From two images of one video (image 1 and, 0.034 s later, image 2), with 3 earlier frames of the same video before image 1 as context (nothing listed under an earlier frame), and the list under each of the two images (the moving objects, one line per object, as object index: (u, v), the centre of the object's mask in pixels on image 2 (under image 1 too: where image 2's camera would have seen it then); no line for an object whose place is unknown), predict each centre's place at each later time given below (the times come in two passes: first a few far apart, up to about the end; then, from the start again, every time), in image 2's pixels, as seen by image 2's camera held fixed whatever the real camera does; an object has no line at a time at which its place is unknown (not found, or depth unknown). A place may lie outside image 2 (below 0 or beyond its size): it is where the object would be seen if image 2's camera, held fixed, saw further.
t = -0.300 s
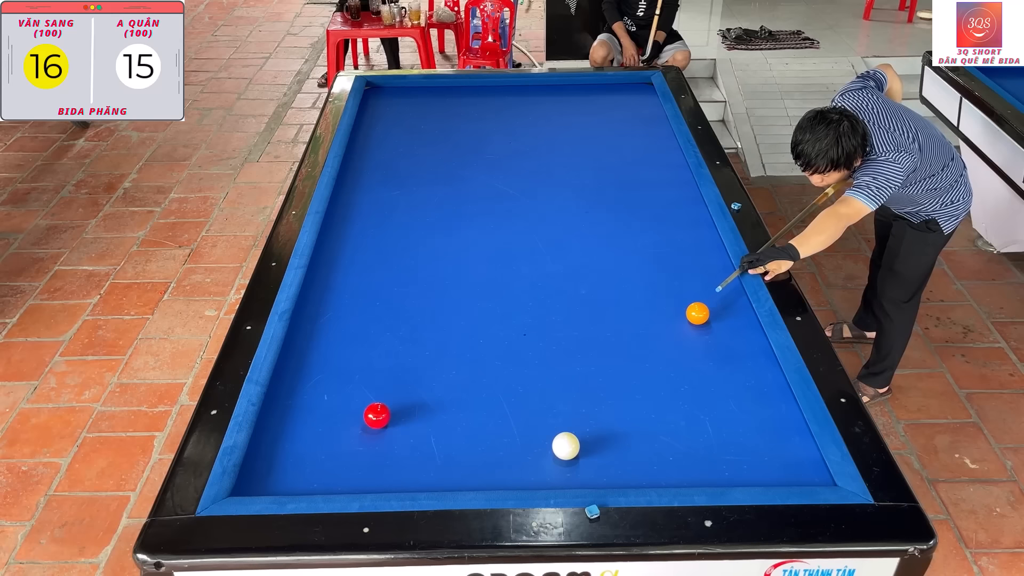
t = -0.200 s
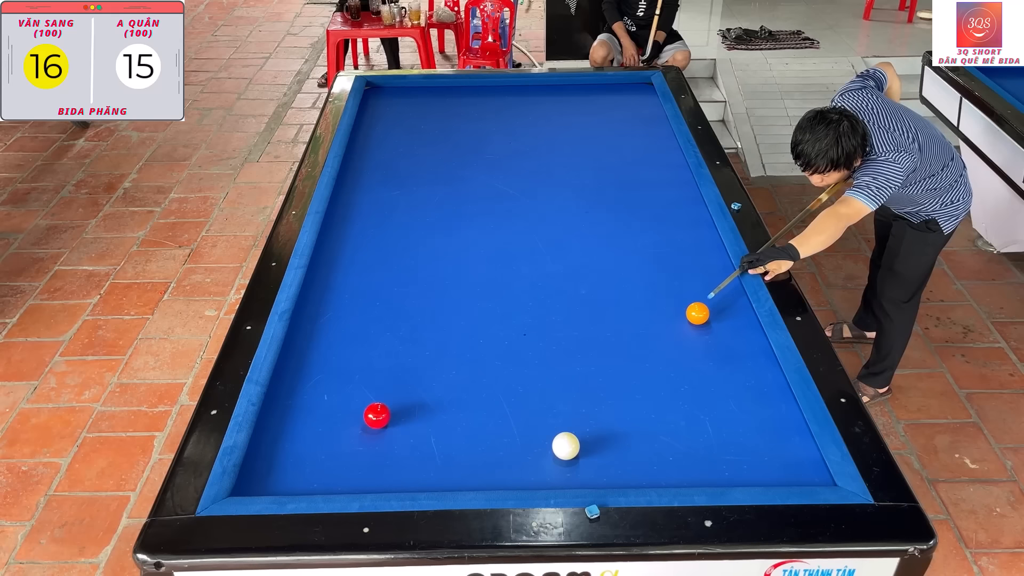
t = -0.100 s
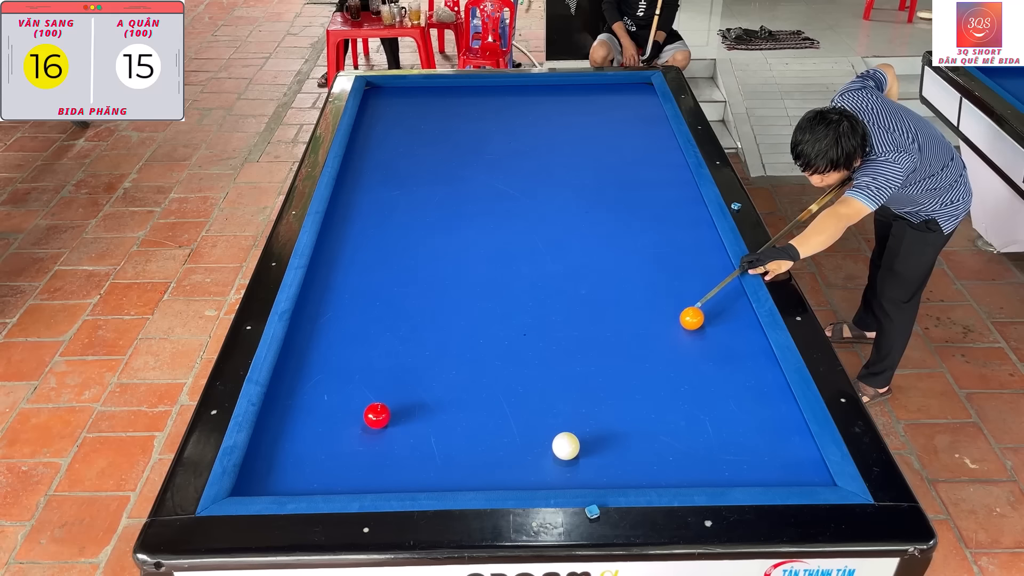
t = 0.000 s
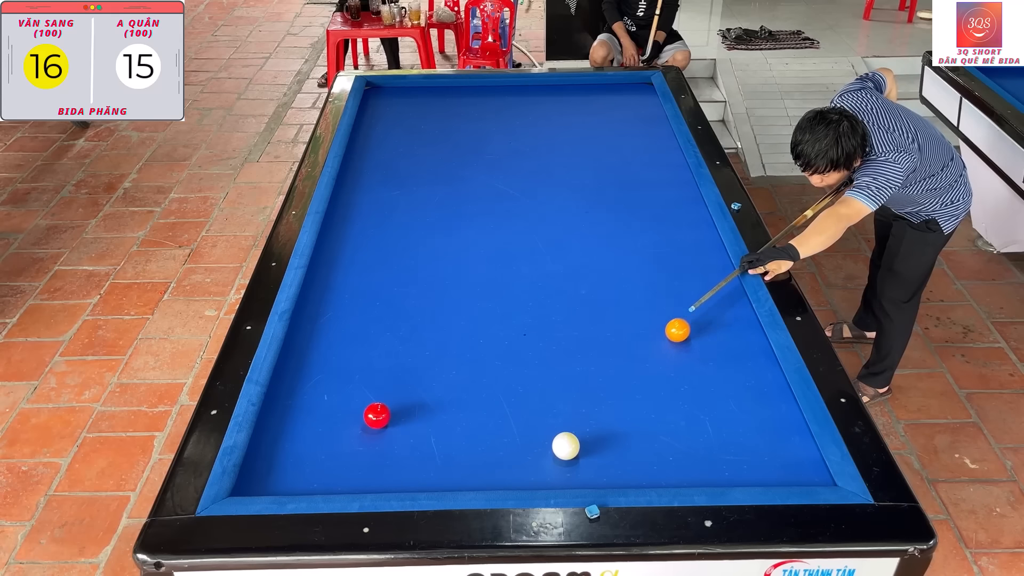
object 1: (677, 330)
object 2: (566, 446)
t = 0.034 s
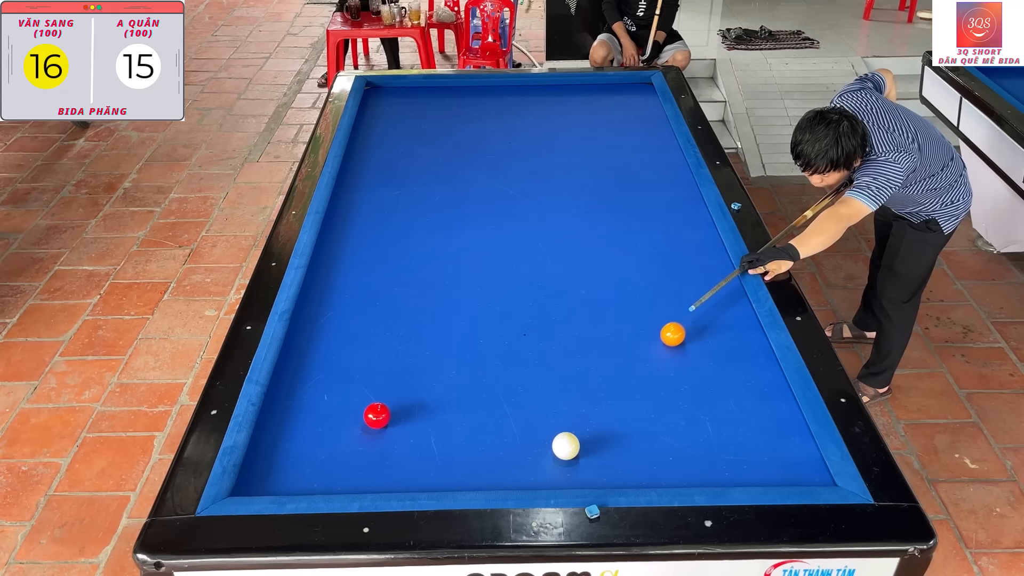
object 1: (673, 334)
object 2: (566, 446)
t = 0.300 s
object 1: (632, 368)
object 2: (566, 446)
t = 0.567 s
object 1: (588, 405)
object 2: (566, 446)
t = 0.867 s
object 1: (532, 433)
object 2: (568, 464)
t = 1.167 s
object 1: (472, 448)
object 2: (571, 475)
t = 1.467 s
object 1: (411, 462)
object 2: (569, 459)
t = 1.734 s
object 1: (356, 475)
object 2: (568, 446)
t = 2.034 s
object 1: (296, 486)
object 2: (566, 433)
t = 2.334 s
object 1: (251, 482)
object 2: (565, 421)
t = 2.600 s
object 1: (280, 471)
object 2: (564, 412)
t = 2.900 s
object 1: (308, 461)
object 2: (562, 404)
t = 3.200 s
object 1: (333, 451)
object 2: (560, 396)
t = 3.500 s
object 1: (357, 441)
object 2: (559, 389)
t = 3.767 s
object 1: (376, 434)
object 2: (557, 384)
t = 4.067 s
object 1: (396, 429)
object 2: (555, 380)
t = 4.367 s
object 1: (414, 425)
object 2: (554, 376)
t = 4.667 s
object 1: (430, 421)
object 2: (552, 374)
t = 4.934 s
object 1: (444, 418)
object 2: (552, 372)
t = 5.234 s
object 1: (458, 415)
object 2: (552, 371)
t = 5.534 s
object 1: (470, 412)
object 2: (552, 371)
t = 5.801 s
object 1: (480, 410)
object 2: (552, 371)
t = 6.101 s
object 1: (489, 407)
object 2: (552, 371)
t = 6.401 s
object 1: (496, 405)
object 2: (552, 371)
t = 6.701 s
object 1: (502, 403)
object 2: (552, 371)
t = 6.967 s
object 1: (506, 402)
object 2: (552, 371)
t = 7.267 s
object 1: (509, 401)
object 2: (552, 371)
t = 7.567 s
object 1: (511, 401)
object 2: (552, 371)
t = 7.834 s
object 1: (512, 401)
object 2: (552, 371)
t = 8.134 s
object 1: (510, 401)
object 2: (552, 371)
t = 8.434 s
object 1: (511, 401)
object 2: (552, 371)
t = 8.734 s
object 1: (511, 401)
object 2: (552, 371)
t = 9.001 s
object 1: (511, 401)
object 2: (552, 371)
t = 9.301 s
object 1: (511, 401)
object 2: (552, 371)
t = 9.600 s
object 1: (511, 401)
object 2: (552, 371)
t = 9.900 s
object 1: (511, 401)
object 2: (552, 371)
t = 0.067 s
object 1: (668, 338)
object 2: (566, 446)
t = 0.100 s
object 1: (663, 342)
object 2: (566, 446)
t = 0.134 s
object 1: (658, 346)
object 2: (566, 446)
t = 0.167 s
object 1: (653, 351)
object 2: (566, 446)
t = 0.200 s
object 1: (648, 355)
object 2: (566, 446)
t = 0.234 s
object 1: (643, 359)
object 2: (566, 446)
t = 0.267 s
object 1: (638, 364)
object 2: (566, 446)
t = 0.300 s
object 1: (632, 368)
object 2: (566, 446)
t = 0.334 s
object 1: (627, 372)
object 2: (566, 446)
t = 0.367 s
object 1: (622, 377)
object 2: (566, 446)
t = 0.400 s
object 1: (616, 382)
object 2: (566, 446)
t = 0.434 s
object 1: (611, 386)
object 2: (566, 446)
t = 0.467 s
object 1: (606, 391)
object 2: (566, 446)
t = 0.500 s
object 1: (600, 395)
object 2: (566, 446)
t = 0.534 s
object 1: (594, 400)
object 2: (566, 446)
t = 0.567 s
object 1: (588, 405)
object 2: (566, 446)
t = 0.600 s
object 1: (583, 410)
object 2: (566, 446)
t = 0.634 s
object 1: (577, 415)
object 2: (566, 446)
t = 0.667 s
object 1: (571, 419)
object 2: (566, 446)
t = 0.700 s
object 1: (565, 423)
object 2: (566, 446)
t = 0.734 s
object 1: (558, 426)
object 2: (566, 448)
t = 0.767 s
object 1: (552, 429)
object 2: (567, 453)
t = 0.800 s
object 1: (545, 430)
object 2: (567, 457)
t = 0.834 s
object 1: (538, 432)
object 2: (568, 461)
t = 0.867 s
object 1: (532, 433)
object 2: (568, 464)
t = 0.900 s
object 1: (525, 435)
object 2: (569, 467)
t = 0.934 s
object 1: (519, 436)
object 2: (569, 471)
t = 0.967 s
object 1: (512, 438)
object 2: (570, 474)
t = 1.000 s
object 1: (506, 440)
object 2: (570, 477)
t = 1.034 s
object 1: (499, 441)
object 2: (571, 479)
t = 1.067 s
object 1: (492, 443)
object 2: (571, 479)
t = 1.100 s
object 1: (486, 444)
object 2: (571, 478)
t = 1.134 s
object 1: (479, 446)
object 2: (571, 476)
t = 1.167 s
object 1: (472, 448)
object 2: (571, 475)
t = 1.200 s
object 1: (465, 449)
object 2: (570, 473)
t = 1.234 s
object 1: (459, 451)
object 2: (570, 471)
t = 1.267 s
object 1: (452, 453)
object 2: (570, 469)
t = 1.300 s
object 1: (445, 454)
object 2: (570, 467)
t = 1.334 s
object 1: (438, 456)
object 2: (570, 466)
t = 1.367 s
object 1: (432, 457)
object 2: (570, 464)
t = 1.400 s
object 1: (425, 459)
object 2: (570, 462)
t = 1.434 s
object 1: (418, 461)
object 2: (569, 460)
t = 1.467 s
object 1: (411, 462)
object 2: (569, 459)
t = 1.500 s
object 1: (404, 464)
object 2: (569, 457)
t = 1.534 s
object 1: (397, 466)
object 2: (569, 455)
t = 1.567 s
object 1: (391, 467)
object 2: (569, 454)
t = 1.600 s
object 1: (384, 469)
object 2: (568, 452)
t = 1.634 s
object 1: (377, 470)
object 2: (568, 451)
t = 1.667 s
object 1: (370, 472)
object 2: (568, 449)
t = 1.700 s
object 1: (363, 474)
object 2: (568, 447)
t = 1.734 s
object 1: (356, 475)
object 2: (568, 446)
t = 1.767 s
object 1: (350, 477)
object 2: (568, 444)
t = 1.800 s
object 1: (343, 479)
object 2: (567, 443)
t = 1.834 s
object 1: (336, 480)
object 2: (567, 441)
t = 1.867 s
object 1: (329, 481)
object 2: (567, 440)
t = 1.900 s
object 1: (322, 483)
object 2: (567, 438)
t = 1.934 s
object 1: (315, 484)
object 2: (567, 437)
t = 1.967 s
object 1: (308, 485)
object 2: (566, 436)
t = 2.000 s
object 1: (301, 486)
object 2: (566, 434)
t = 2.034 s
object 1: (296, 486)
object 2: (566, 433)
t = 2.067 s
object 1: (290, 485)
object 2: (566, 432)
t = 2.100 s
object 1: (284, 485)
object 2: (566, 430)
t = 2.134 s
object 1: (278, 484)
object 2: (566, 429)
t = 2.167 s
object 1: (273, 484)
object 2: (566, 428)
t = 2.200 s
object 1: (267, 484)
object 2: (565, 426)
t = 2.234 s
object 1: (262, 483)
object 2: (565, 425)
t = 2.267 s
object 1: (256, 483)
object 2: (565, 424)
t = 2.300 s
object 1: (251, 482)
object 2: (565, 423)
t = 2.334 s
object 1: (251, 482)
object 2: (565, 421)
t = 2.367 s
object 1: (256, 481)
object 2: (565, 420)
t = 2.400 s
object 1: (260, 479)
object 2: (565, 419)
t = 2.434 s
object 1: (264, 478)
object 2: (564, 418)
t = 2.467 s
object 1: (267, 476)
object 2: (564, 417)
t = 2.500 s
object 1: (270, 475)
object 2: (564, 416)
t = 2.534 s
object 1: (274, 474)
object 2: (564, 415)
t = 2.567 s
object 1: (277, 473)
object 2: (564, 414)
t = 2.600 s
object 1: (280, 471)
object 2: (564, 412)
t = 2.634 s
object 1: (283, 470)
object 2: (563, 411)
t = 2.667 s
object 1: (287, 469)
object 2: (563, 410)
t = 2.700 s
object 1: (290, 468)
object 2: (563, 409)
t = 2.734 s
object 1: (293, 466)
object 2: (563, 408)
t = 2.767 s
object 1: (296, 465)
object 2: (563, 407)
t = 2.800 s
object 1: (299, 464)
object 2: (562, 406)
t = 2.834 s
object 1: (302, 463)
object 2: (562, 406)
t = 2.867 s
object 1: (305, 462)
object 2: (562, 404)
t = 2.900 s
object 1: (308, 461)
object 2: (562, 404)
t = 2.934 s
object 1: (311, 459)
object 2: (562, 403)
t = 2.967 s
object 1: (314, 458)
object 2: (562, 402)
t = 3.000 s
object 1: (317, 457)
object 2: (562, 401)
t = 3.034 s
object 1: (319, 456)
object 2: (561, 400)
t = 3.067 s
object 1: (322, 455)
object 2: (561, 399)
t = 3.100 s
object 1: (325, 454)
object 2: (561, 398)
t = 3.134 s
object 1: (328, 453)
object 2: (561, 398)
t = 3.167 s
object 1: (331, 452)
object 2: (561, 397)
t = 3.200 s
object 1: (333, 451)
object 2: (560, 396)
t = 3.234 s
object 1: (336, 450)
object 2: (560, 395)
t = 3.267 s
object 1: (339, 449)
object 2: (560, 394)
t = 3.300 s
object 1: (341, 448)
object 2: (560, 394)
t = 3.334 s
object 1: (344, 446)
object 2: (560, 393)
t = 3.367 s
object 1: (347, 445)
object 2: (560, 392)
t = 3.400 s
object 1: (349, 444)
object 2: (559, 391)
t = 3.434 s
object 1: (351, 444)
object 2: (559, 391)
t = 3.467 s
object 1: (354, 442)
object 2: (559, 390)
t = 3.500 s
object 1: (357, 441)
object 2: (559, 389)
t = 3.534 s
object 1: (359, 440)
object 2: (559, 389)
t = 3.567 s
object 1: (362, 440)
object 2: (558, 388)
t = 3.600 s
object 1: (364, 439)
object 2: (558, 387)
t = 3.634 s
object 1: (367, 438)
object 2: (558, 387)
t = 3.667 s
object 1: (369, 437)
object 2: (558, 386)
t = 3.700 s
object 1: (371, 436)
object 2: (558, 385)
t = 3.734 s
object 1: (373, 435)
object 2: (557, 385)
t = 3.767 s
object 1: (376, 434)
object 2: (557, 384)
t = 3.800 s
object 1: (378, 433)
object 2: (557, 384)
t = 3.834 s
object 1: (380, 432)
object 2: (557, 383)
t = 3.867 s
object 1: (383, 432)
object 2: (557, 383)
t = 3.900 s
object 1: (385, 431)
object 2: (556, 382)
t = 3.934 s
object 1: (387, 431)
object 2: (556, 382)
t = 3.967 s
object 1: (389, 431)
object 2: (556, 381)
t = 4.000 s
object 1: (391, 430)
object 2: (556, 381)
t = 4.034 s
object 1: (393, 429)
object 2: (556, 380)
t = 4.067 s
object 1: (396, 429)
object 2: (555, 380)
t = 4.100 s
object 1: (398, 429)
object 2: (555, 379)
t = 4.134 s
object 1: (400, 428)
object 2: (555, 379)
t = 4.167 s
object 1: (402, 427)
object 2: (555, 378)
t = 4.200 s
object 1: (404, 427)
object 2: (554, 378)
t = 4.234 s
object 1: (406, 427)
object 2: (554, 378)
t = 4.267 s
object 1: (408, 426)
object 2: (554, 377)
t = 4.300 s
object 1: (410, 426)
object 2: (554, 377)
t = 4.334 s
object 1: (412, 425)
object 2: (554, 376)
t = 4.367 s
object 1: (414, 425)
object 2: (554, 376)
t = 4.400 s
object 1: (415, 425)
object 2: (553, 376)
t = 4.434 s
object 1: (417, 424)
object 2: (553, 375)
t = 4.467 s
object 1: (419, 424)
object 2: (553, 375)
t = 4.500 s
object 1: (421, 423)
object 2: (553, 375)
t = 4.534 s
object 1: (423, 423)
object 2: (553, 375)
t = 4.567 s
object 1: (425, 423)
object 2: (553, 374)
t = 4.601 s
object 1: (427, 422)
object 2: (553, 374)
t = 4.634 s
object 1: (429, 422)
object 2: (552, 374)
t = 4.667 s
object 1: (430, 421)
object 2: (552, 374)
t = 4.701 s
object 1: (432, 421)
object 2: (552, 373)
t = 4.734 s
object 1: (434, 421)
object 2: (552, 373)
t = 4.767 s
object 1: (436, 420)
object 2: (552, 373)
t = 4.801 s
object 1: (437, 420)
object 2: (552, 373)
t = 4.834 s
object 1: (439, 419)
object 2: (552, 372)
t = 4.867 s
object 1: (441, 419)
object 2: (552, 372)
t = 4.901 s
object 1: (443, 419)
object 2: (552, 372)
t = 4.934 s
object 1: (444, 418)
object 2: (552, 372)
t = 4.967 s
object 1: (446, 418)
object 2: (552, 372)
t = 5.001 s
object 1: (448, 417)
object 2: (552, 372)
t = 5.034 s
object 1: (449, 417)
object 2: (552, 371)
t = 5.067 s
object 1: (451, 417)
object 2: (552, 371)
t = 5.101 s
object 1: (452, 416)
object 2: (552, 371)
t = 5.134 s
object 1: (454, 416)
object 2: (552, 371)
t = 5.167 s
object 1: (455, 416)
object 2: (552, 371)
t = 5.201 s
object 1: (457, 416)
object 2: (552, 371)
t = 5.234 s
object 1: (458, 415)
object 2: (552, 371)
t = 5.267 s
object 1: (460, 415)
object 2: (552, 371)
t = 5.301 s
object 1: (461, 415)
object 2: (552, 371)
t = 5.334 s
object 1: (463, 414)
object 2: (552, 371)
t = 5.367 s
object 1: (464, 414)
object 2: (552, 371)
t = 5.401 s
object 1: (465, 413)
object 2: (552, 371)
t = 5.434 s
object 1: (467, 413)
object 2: (552, 371)
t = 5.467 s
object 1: (468, 413)
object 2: (552, 371)
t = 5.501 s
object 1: (469, 412)
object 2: (552, 371)
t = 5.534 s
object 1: (470, 412)
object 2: (552, 371)
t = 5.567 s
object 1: (472, 412)
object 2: (552, 371)
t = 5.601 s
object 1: (473, 412)
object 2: (552, 371)
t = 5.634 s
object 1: (474, 411)
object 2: (552, 371)
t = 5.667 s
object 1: (475, 411)
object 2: (552, 371)
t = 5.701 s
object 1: (477, 411)
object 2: (552, 371)
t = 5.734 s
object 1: (478, 410)
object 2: (552, 371)
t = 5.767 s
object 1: (479, 410)
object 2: (552, 371)
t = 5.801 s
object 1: (480, 410)
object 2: (552, 371)
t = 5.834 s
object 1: (481, 410)
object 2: (552, 371)
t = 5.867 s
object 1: (482, 409)
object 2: (552, 371)
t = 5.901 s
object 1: (483, 409)
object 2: (552, 371)
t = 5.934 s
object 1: (484, 409)
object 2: (552, 371)
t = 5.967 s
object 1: (485, 408)
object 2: (552, 371)
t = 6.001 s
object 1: (486, 408)
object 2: (552, 371)
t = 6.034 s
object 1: (487, 408)
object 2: (552, 371)
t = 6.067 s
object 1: (488, 408)
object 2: (552, 371)
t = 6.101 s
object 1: (489, 407)
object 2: (552, 371)
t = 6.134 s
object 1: (490, 407)
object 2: (552, 371)
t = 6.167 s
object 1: (491, 407)
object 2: (552, 371)
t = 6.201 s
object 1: (492, 407)
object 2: (552, 371)
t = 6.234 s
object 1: (492, 406)
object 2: (552, 371)
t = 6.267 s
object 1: (493, 406)
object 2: (552, 371)
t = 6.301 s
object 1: (494, 406)
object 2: (552, 371)
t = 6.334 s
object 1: (495, 406)
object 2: (552, 371)
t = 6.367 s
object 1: (496, 405)
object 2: (552, 371)
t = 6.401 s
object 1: (496, 405)
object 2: (552, 371)
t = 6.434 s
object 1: (497, 405)
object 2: (552, 371)
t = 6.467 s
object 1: (498, 405)
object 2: (552, 371)
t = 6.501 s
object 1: (499, 405)
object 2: (552, 371)
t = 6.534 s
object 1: (499, 404)
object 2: (552, 371)
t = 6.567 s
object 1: (500, 404)
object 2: (552, 371)
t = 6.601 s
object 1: (500, 404)
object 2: (552, 371)
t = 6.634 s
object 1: (501, 404)
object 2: (552, 371)
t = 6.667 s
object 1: (502, 404)
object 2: (552, 371)
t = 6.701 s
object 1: (502, 403)
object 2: (552, 371)
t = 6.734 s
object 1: (503, 403)
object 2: (552, 371)
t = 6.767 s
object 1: (503, 403)
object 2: (552, 371)
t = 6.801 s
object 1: (504, 403)
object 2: (552, 371)
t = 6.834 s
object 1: (504, 403)
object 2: (552, 371)
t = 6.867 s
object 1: (505, 403)
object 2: (552, 371)
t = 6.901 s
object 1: (505, 403)
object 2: (552, 371)
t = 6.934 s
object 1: (506, 402)
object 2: (552, 371)
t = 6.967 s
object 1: (506, 402)
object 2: (552, 371)
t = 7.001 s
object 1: (506, 402)
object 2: (552, 371)
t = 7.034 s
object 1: (507, 402)
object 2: (552, 371)
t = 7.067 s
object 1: (507, 402)
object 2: (552, 371)
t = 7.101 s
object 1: (507, 402)
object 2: (552, 371)
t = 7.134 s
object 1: (508, 402)
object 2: (552, 371)
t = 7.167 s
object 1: (508, 402)
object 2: (552, 371)
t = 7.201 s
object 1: (508, 401)
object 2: (552, 371)
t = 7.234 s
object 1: (509, 401)
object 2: (552, 371)
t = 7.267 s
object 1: (509, 401)
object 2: (552, 371)
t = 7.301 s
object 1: (509, 401)
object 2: (552, 371)
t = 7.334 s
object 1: (509, 401)
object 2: (552, 371)
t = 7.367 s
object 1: (509, 401)
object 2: (552, 371)
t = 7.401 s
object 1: (510, 401)
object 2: (552, 371)
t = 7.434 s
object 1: (510, 401)
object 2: (552, 371)
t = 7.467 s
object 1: (510, 401)
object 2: (552, 371)
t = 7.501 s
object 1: (510, 401)
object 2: (552, 371)
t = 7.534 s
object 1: (511, 401)
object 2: (552, 371)
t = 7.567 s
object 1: (511, 401)
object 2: (552, 371)
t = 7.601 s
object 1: (511, 401)
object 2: (552, 371)
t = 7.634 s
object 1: (511, 401)
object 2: (552, 371)
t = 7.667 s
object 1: (511, 401)
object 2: (552, 371)
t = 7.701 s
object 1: (511, 401)
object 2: (552, 371)
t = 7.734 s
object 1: (512, 401)
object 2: (552, 371)
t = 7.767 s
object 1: (512, 401)
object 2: (552, 371)
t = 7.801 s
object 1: (512, 401)
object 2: (552, 371)
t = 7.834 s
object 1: (512, 401)
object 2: (552, 371)
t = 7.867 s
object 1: (512, 401)
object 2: (552, 371)
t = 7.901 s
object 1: (512, 400)
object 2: (552, 371)
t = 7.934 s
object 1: (511, 401)
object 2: (552, 371)
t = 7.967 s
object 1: (511, 401)
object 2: (552, 371)
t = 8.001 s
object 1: (511, 401)
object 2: (552, 371)
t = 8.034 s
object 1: (511, 401)
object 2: (552, 371)
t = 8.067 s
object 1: (511, 401)
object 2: (552, 371)
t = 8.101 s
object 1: (511, 401)
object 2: (552, 371)
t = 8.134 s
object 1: (510, 401)
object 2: (552, 371)
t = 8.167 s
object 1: (510, 401)
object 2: (552, 371)
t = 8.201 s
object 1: (511, 401)
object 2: (552, 371)
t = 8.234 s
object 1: (511, 401)
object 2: (552, 371)
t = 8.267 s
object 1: (511, 401)
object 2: (552, 371)
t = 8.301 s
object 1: (511, 401)
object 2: (552, 371)
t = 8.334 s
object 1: (511, 401)
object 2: (552, 371)
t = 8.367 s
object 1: (511, 401)
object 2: (552, 371)
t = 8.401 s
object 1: (511, 401)
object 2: (552, 371)
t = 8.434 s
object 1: (511, 401)
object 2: (552, 371)
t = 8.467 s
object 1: (511, 401)
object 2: (552, 371)
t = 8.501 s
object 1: (511, 401)
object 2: (552, 371)
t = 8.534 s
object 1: (511, 401)
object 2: (552, 371)
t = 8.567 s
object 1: (511, 401)
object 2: (552, 371)
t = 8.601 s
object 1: (511, 401)
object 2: (552, 371)
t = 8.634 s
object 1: (511, 401)
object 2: (552, 371)
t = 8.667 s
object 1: (511, 401)
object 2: (552, 371)
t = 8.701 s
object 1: (511, 401)
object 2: (552, 371)
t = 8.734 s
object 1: (511, 401)
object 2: (552, 371)
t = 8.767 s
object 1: (511, 401)
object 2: (552, 371)
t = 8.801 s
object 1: (511, 401)
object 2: (552, 371)
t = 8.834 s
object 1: (511, 401)
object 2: (552, 371)
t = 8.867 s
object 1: (511, 401)
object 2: (552, 371)
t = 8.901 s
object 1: (511, 401)
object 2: (552, 371)
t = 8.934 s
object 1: (511, 401)
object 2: (552, 371)
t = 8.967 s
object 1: (511, 401)
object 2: (552, 371)
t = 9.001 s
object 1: (511, 401)
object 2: (552, 371)
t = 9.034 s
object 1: (511, 401)
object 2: (552, 371)
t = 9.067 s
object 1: (511, 401)
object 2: (552, 371)
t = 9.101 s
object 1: (511, 401)
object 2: (552, 371)
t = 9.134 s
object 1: (511, 401)
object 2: (552, 371)
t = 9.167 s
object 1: (511, 401)
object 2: (552, 371)
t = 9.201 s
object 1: (511, 401)
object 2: (552, 371)
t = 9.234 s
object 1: (511, 400)
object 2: (552, 371)
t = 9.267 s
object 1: (511, 401)
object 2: (552, 371)
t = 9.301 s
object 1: (511, 401)
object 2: (552, 371)
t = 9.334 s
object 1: (511, 401)
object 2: (553, 371)
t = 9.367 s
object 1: (511, 400)
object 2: (553, 370)
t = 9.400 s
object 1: (511, 401)
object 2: (552, 370)
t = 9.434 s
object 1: (511, 401)
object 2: (552, 371)
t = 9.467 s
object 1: (511, 401)
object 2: (552, 371)
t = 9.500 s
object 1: (511, 401)
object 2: (552, 371)
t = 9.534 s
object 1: (511, 401)
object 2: (552, 371)
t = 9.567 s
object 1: (511, 401)
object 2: (552, 371)
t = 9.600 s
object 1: (511, 401)
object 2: (552, 371)
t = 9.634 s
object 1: (511, 401)
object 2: (552, 371)
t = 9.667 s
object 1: (511, 401)
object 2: (552, 371)
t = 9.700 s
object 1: (511, 401)
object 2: (552, 371)
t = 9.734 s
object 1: (511, 401)
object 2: (552, 371)
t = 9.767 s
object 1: (511, 401)
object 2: (552, 371)
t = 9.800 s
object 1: (511, 401)
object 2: (552, 371)
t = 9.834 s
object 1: (511, 401)
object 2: (552, 371)
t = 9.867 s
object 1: (511, 401)
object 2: (552, 371)
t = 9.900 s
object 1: (511, 401)
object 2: (552, 371)
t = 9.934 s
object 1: (511, 401)
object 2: (552, 371)
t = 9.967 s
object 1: (511, 401)
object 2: (552, 371)
